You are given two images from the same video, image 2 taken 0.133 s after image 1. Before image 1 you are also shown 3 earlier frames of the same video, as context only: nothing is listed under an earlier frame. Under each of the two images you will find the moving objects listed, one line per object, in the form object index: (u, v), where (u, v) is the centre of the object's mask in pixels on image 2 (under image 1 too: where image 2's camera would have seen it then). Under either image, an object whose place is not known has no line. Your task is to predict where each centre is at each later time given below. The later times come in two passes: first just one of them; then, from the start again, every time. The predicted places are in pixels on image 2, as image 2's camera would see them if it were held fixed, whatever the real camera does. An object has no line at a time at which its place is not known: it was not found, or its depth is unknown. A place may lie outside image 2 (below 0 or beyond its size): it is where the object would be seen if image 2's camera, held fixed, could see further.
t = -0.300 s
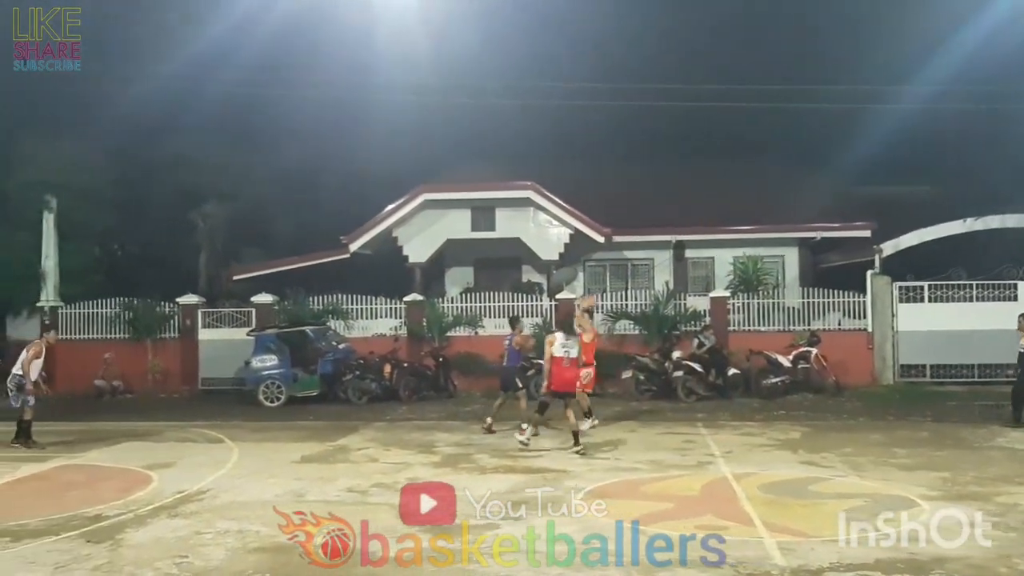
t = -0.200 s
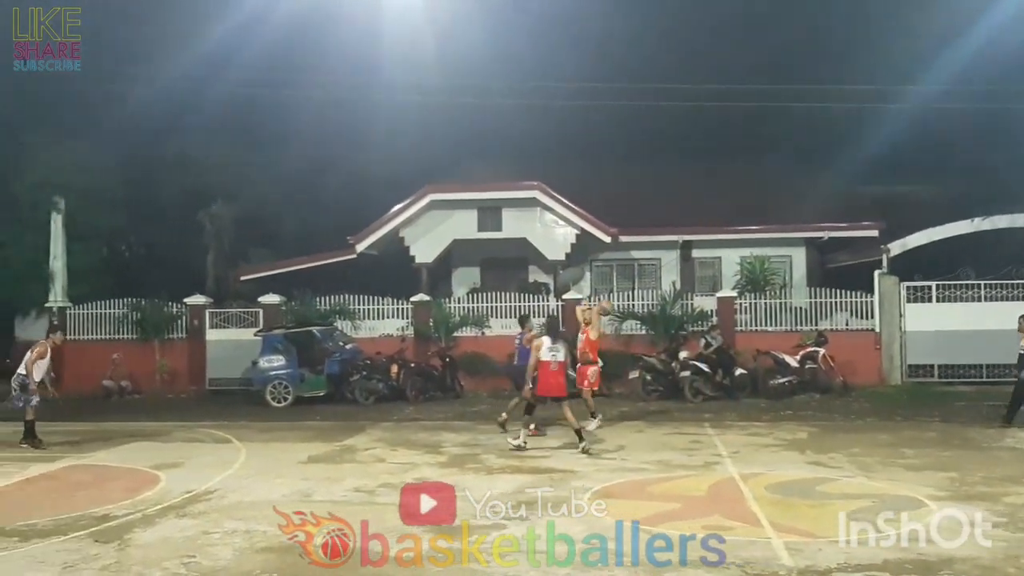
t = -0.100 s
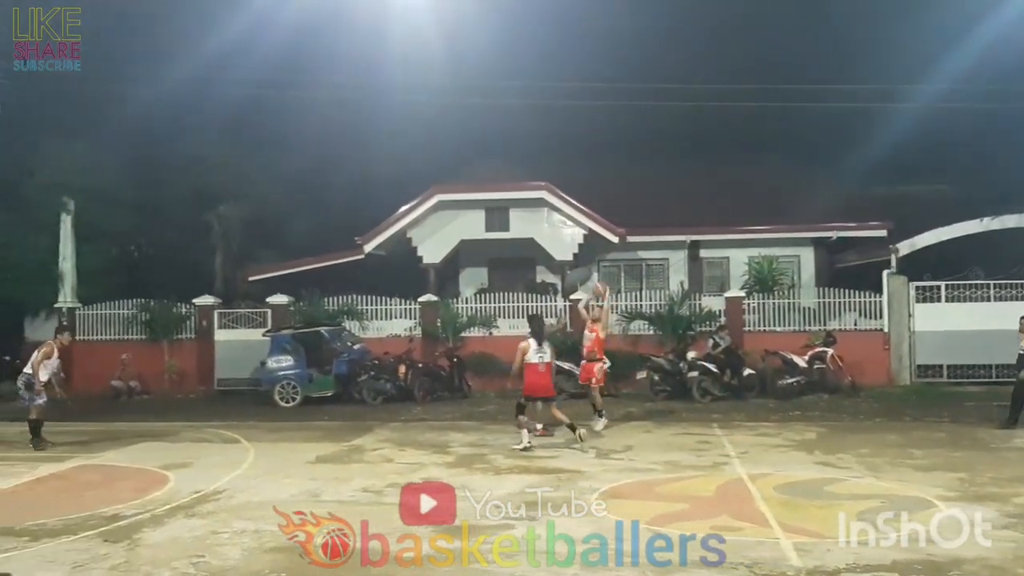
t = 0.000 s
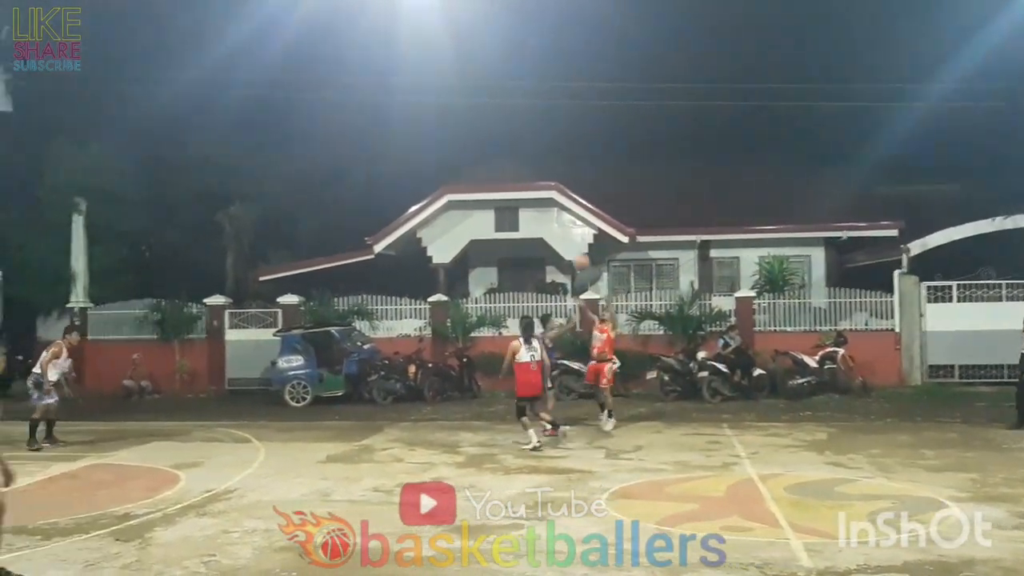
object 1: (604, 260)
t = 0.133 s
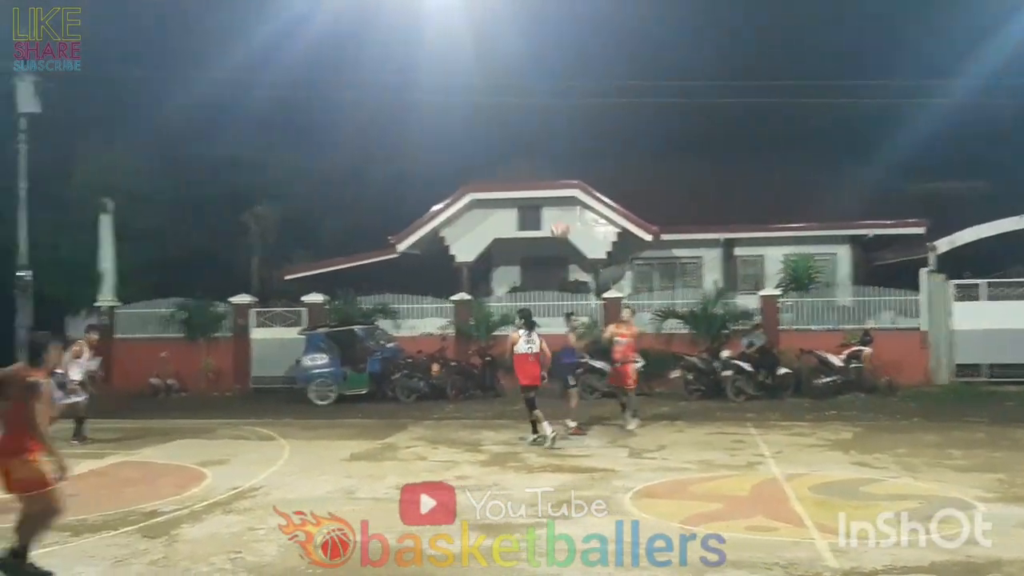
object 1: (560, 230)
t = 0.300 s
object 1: (496, 203)
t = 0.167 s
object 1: (547, 223)
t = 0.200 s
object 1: (535, 216)
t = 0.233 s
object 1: (524, 210)
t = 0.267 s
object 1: (510, 205)
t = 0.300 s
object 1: (496, 203)
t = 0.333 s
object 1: (481, 198)
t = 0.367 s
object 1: (464, 196)
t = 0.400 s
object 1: (448, 195)
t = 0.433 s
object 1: (431, 196)
